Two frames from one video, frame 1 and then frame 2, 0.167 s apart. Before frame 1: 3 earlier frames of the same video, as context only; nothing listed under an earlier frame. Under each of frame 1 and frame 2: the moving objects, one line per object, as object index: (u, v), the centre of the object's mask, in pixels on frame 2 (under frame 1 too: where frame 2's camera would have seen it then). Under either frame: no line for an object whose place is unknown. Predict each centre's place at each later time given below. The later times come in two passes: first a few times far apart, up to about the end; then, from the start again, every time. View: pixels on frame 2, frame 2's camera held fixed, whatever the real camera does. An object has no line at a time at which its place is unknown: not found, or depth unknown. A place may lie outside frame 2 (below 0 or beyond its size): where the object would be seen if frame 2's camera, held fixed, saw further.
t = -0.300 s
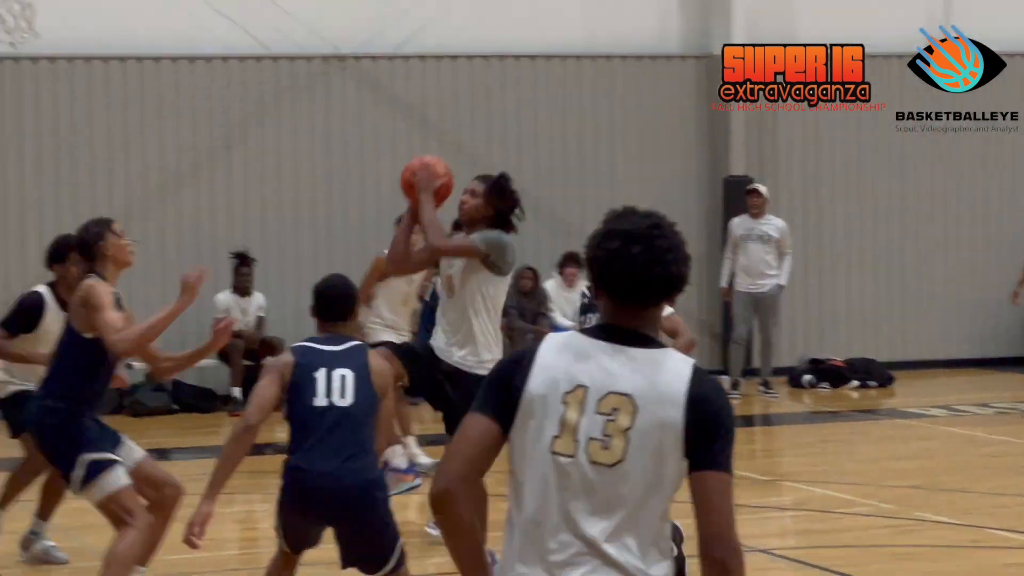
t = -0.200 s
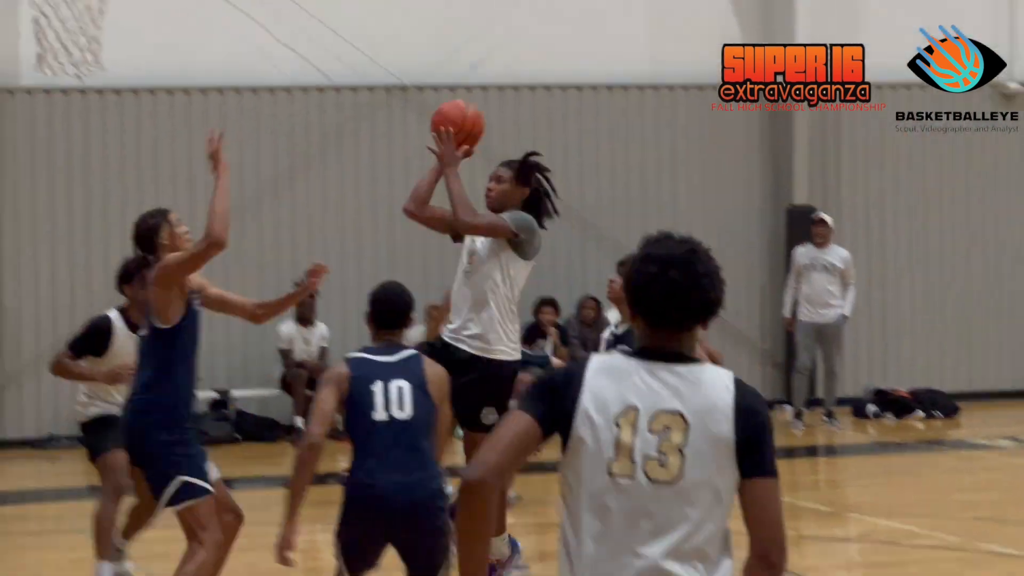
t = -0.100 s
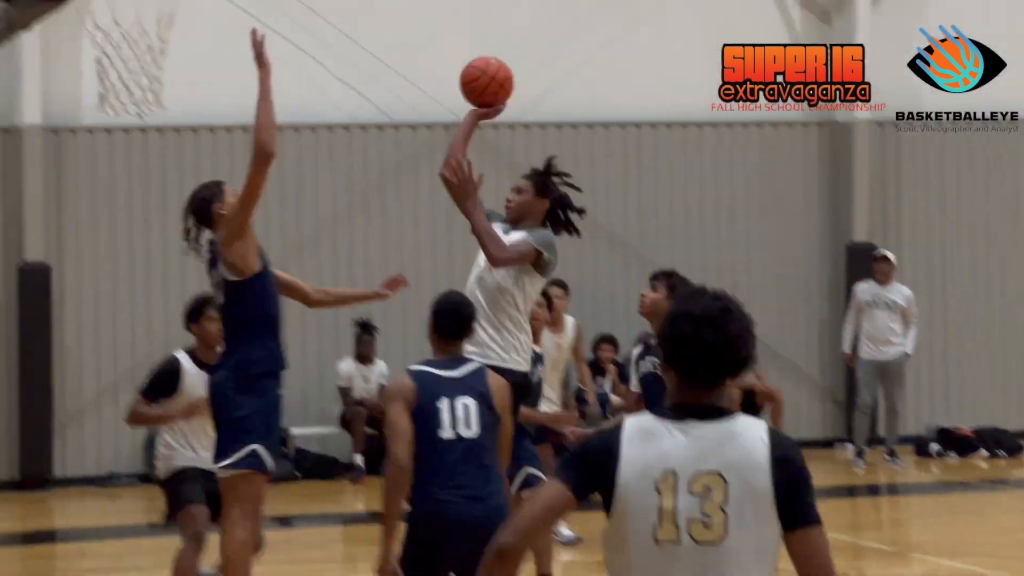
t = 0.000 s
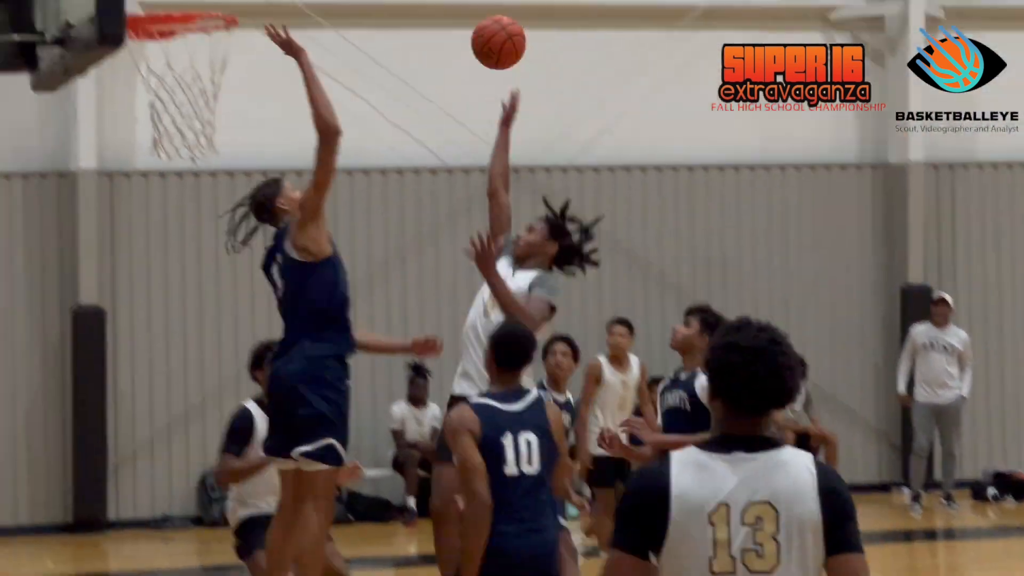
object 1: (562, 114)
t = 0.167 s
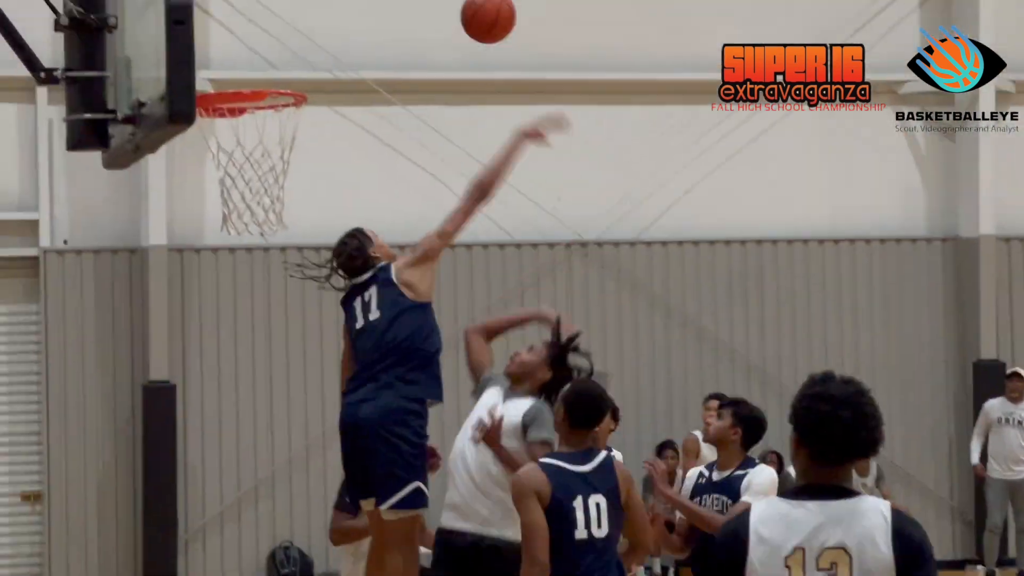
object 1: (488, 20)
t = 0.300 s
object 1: (426, -24)
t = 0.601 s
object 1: (284, 37)
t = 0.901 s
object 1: (194, 207)
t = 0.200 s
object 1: (473, 6)
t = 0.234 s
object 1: (458, -6)
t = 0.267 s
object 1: (442, -18)
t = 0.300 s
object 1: (426, -24)
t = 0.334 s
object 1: (411, -28)
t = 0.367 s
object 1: (395, -29)
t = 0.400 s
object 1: (380, -28)
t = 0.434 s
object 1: (365, -23)
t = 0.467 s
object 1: (348, -18)
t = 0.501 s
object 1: (332, -8)
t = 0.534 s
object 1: (316, 4)
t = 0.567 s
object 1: (300, 19)
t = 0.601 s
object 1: (284, 37)
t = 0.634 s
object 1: (269, 57)
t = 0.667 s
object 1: (252, 72)
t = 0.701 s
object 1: (237, 109)
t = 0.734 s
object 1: (220, 134)
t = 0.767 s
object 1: (209, 156)
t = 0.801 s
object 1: (203, 168)
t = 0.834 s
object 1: (200, 179)
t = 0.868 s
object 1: (197, 192)
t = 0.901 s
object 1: (194, 207)
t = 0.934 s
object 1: (191, 225)
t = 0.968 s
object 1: (188, 247)
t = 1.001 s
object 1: (185, 271)
